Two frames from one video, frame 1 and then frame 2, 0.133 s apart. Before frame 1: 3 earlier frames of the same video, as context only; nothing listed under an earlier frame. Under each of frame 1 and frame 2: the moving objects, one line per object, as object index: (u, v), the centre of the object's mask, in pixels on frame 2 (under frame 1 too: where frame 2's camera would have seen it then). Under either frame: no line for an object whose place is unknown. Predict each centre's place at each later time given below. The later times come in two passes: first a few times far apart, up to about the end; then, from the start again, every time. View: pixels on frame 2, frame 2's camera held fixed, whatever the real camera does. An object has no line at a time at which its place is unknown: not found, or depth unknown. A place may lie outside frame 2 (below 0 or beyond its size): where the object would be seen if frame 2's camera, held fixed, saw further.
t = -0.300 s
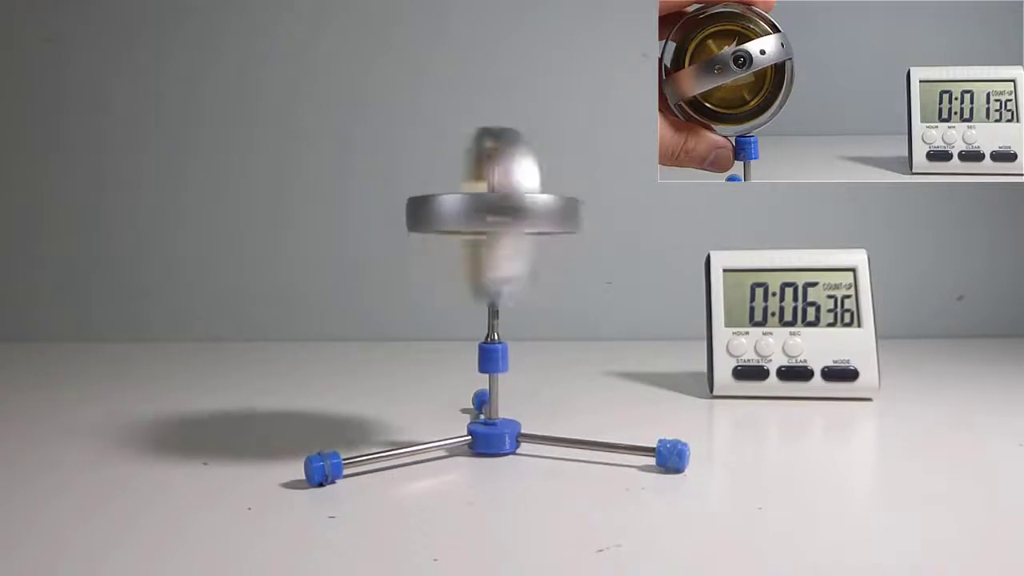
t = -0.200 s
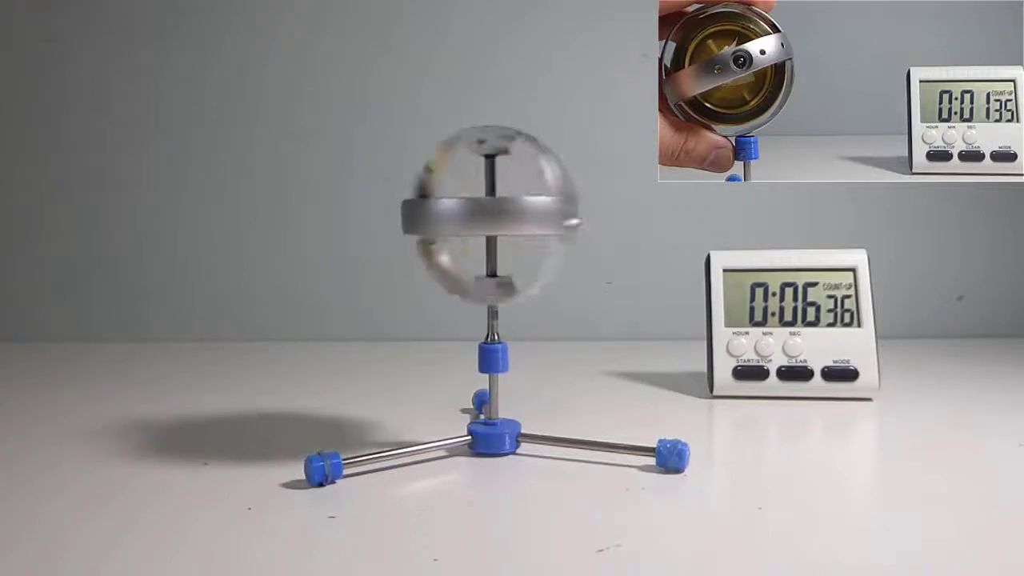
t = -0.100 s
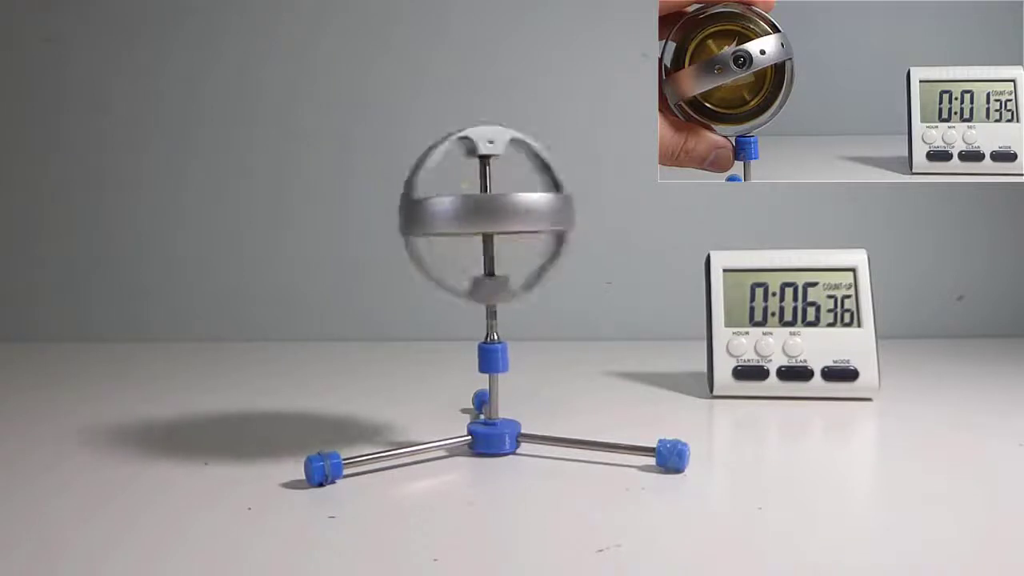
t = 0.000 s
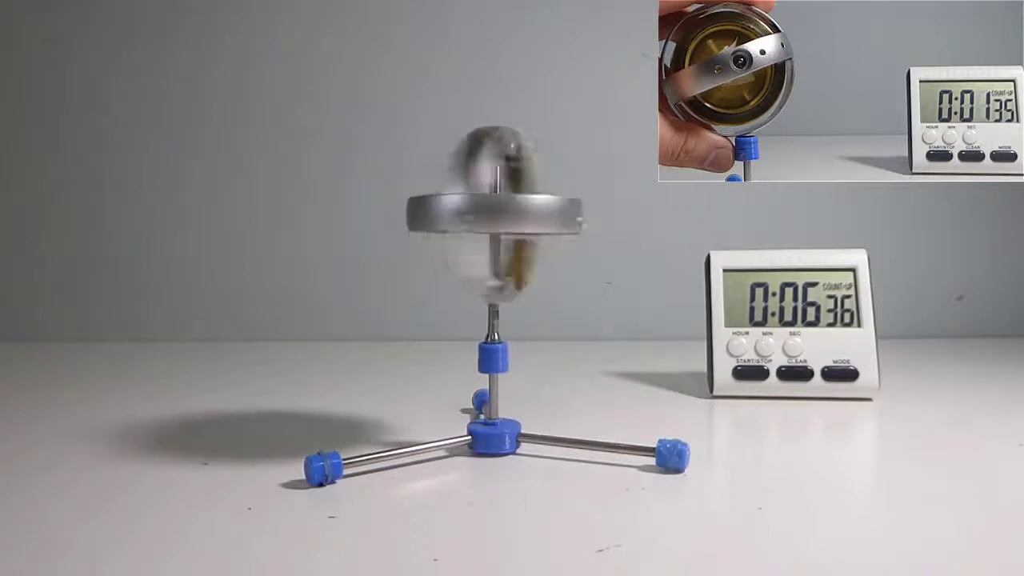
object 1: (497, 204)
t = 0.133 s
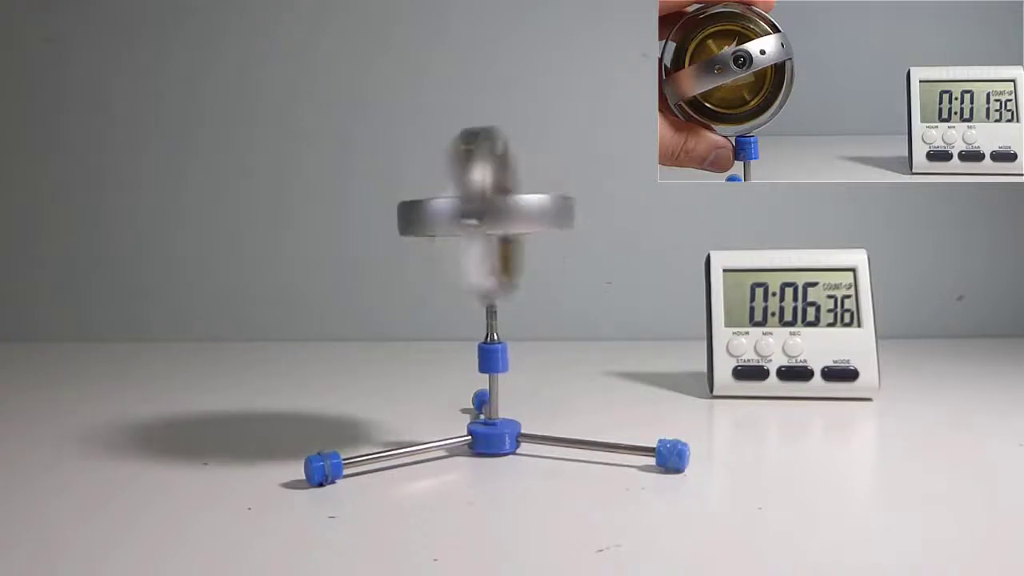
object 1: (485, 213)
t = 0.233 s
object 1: (494, 215)
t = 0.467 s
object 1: (487, 215)
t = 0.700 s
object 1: (486, 205)
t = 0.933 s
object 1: (491, 214)
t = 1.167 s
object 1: (492, 215)
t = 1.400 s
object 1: (495, 205)
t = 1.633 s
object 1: (495, 214)
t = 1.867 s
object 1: (487, 215)
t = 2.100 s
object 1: (487, 203)
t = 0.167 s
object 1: (483, 214)
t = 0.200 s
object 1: (488, 215)
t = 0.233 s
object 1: (494, 215)
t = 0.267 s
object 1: (495, 211)
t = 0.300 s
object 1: (491, 213)
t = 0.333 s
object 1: (492, 214)
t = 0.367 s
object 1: (491, 215)
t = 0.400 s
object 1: (489, 213)
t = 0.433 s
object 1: (484, 206)
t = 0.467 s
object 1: (487, 215)
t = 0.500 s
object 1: (492, 215)
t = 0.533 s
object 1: (496, 212)
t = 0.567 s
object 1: (495, 207)
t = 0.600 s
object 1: (493, 214)
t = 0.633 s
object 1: (482, 214)
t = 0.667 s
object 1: (491, 213)
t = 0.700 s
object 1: (486, 205)
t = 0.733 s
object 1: (484, 214)
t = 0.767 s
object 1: (487, 226)
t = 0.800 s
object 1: (495, 214)
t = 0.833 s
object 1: (493, 194)
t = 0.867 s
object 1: (491, 214)
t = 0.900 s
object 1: (491, 215)
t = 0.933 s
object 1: (491, 214)
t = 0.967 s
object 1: (484, 214)
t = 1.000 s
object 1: (484, 204)
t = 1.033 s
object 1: (487, 215)
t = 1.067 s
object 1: (492, 215)
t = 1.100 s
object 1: (495, 209)
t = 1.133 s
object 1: (492, 214)
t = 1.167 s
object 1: (492, 215)
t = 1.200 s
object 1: (491, 215)
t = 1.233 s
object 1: (490, 213)
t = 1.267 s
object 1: (486, 203)
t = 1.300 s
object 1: (486, 215)
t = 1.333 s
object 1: (492, 216)
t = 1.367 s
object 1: (496, 213)
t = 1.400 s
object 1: (495, 205)
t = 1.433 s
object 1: (492, 215)
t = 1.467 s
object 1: (486, 214)
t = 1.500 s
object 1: (492, 214)
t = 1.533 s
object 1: (486, 205)
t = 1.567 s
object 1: (484, 214)
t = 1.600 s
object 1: (487, 227)
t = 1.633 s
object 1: (495, 214)
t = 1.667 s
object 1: (494, 213)
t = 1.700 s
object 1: (491, 214)
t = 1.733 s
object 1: (492, 215)
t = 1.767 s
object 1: (492, 215)
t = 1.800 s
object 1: (486, 209)
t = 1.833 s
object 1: (484, 206)
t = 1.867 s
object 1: (487, 215)
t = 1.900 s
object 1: (492, 215)
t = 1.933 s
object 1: (496, 214)
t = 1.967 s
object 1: (493, 206)
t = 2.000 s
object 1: (493, 215)
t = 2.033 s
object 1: (493, 214)
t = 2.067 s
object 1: (491, 213)
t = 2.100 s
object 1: (487, 203)
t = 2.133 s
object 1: (485, 214)
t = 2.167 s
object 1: (487, 203)
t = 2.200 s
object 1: (496, 214)
